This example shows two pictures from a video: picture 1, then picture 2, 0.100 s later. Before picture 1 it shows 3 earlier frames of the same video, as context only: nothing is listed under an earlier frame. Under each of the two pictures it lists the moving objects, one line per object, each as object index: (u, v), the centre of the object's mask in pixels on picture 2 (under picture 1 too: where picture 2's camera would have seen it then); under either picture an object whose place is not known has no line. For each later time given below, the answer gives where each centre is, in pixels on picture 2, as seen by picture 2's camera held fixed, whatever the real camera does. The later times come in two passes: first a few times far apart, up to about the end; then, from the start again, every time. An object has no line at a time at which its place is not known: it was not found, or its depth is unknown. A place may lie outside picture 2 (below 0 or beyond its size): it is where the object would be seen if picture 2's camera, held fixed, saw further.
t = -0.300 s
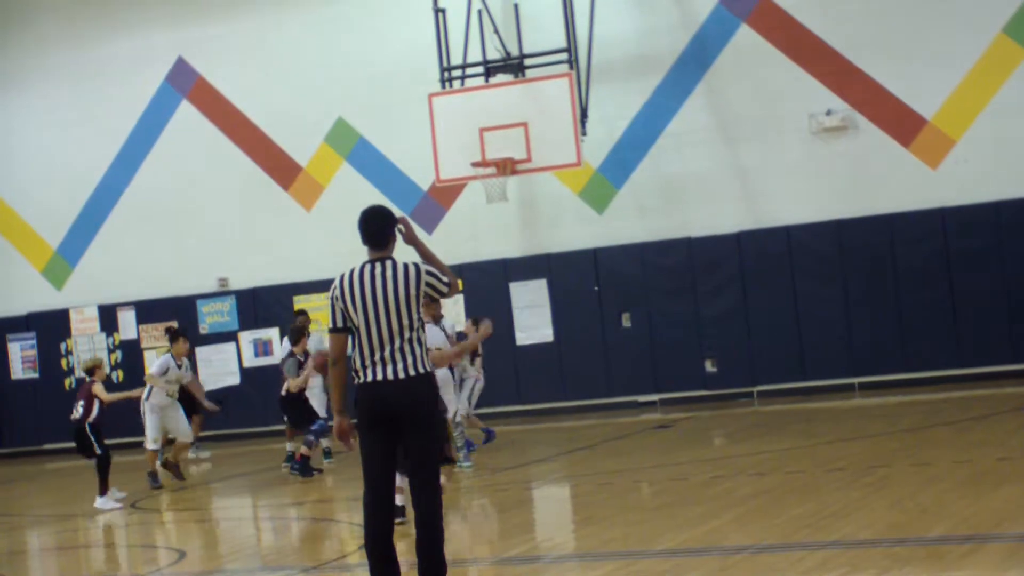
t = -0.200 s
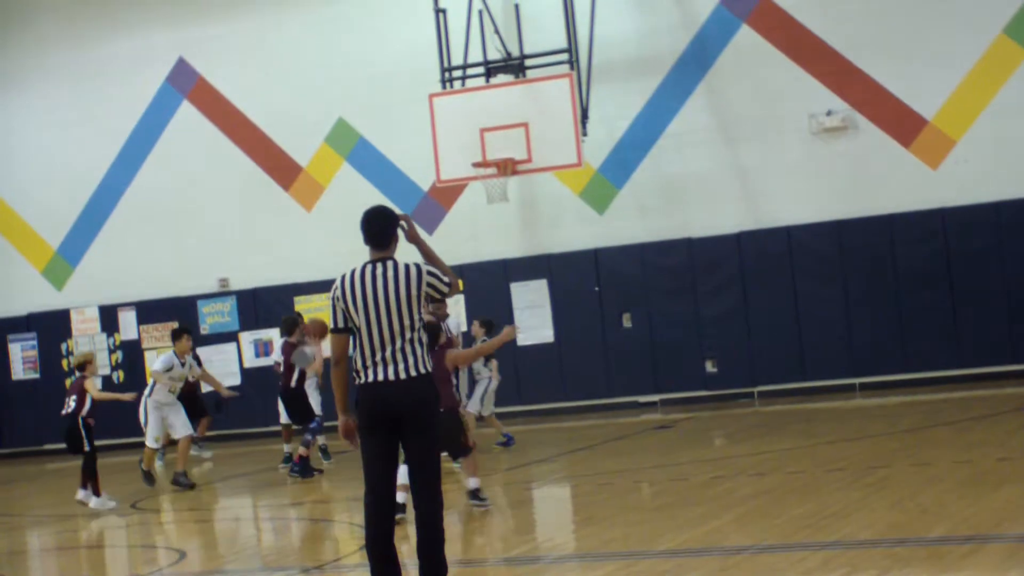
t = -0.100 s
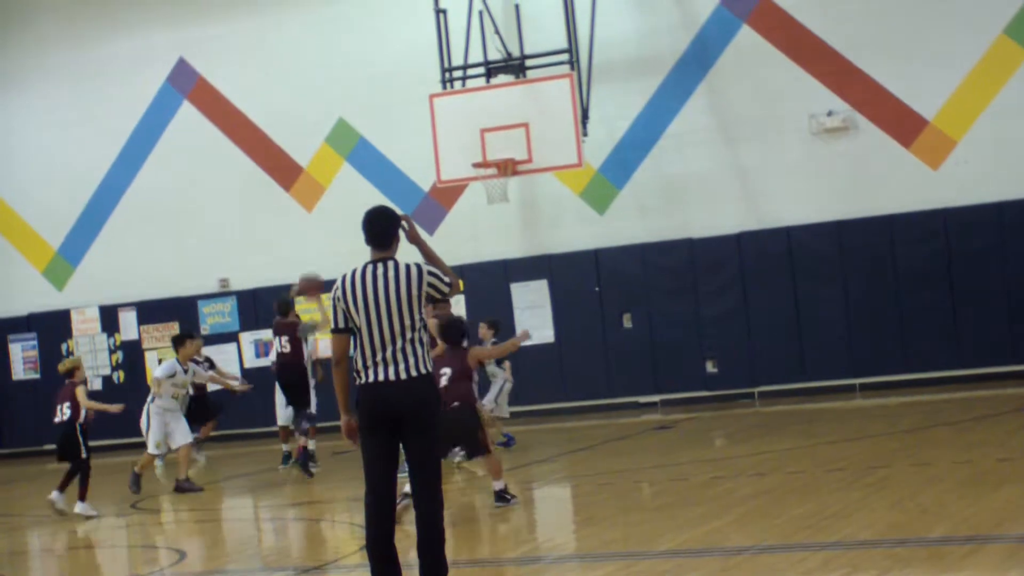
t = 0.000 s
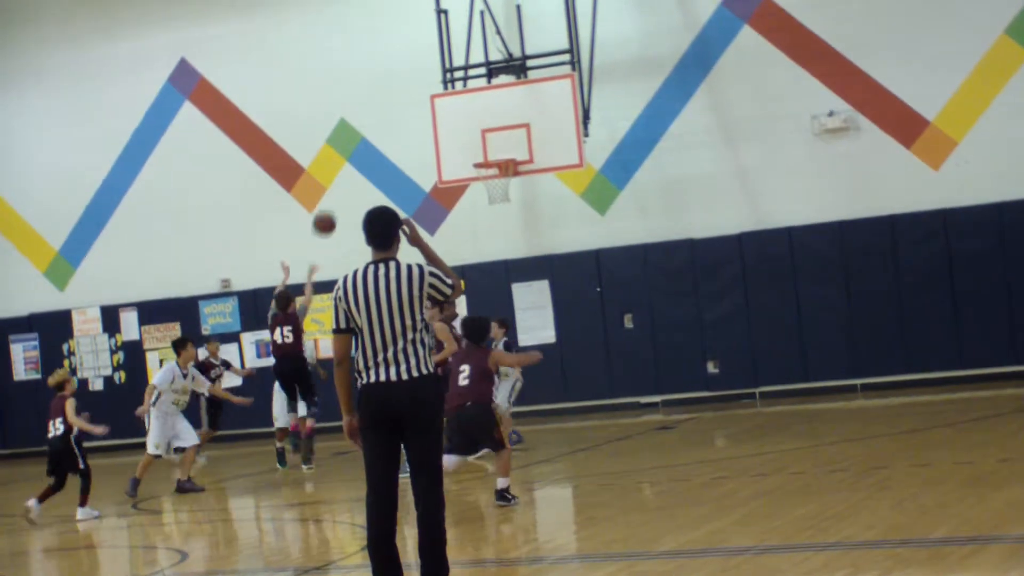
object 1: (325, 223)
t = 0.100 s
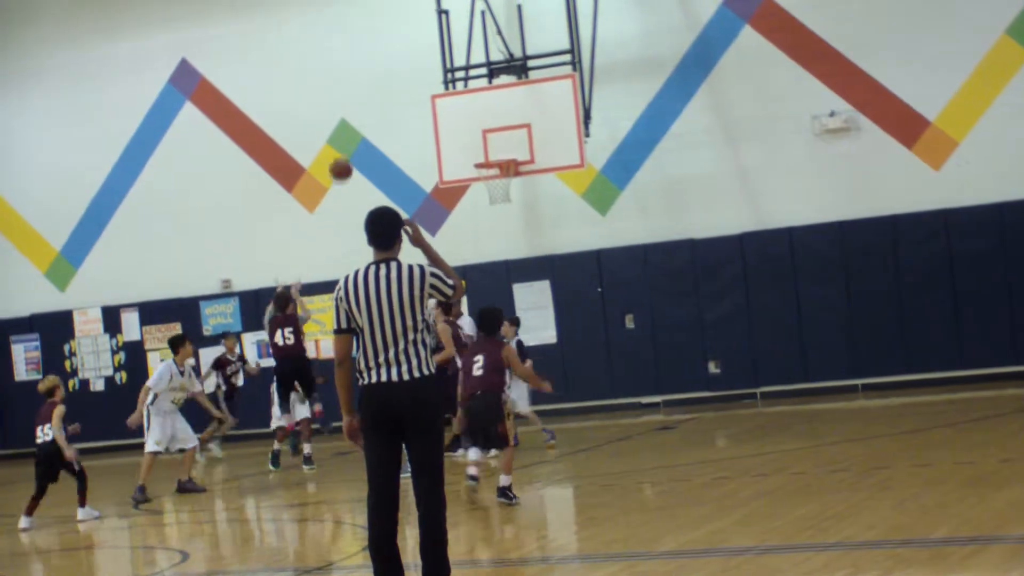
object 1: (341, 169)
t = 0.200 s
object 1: (357, 127)
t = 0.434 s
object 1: (395, 69)
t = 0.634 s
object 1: (430, 61)
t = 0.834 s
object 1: (465, 90)
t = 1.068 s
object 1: (505, 142)
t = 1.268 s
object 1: (496, 110)
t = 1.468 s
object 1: (492, 112)
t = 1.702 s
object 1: (493, 154)
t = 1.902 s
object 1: (501, 186)
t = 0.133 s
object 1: (346, 154)
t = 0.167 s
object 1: (352, 140)
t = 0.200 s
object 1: (357, 127)
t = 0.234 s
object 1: (362, 115)
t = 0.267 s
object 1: (367, 105)
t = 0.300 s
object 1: (373, 95)
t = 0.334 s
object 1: (378, 87)
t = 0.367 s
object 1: (384, 80)
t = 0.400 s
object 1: (390, 74)
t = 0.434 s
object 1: (395, 69)
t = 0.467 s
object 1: (401, 65)
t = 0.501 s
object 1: (406, 62)
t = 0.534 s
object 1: (412, 61)
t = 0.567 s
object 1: (418, 60)
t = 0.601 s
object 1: (424, 60)
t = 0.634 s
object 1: (430, 61)
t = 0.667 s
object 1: (435, 64)
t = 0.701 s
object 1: (442, 67)
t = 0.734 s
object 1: (448, 72)
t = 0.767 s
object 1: (454, 77)
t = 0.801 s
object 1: (461, 83)
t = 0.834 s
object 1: (465, 90)
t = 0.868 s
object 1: (472, 98)
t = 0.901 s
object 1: (478, 107)
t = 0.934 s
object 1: (484, 117)
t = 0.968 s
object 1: (491, 127)
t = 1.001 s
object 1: (497, 140)
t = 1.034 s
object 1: (504, 150)
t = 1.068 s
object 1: (505, 142)
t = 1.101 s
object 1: (503, 134)
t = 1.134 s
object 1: (502, 127)
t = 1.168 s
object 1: (501, 121)
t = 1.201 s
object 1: (498, 116)
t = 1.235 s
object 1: (497, 113)
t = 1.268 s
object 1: (496, 110)
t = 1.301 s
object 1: (495, 107)
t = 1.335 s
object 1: (495, 106)
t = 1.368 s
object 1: (494, 106)
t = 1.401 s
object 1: (493, 107)
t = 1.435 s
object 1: (492, 109)
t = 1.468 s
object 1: (492, 112)
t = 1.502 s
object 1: (492, 116)
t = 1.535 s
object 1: (491, 121)
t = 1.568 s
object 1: (491, 127)
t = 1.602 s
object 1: (491, 133)
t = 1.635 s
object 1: (491, 142)
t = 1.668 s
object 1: (491, 150)
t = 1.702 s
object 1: (493, 154)
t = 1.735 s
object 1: (496, 161)
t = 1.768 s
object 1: (498, 167)
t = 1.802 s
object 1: (501, 172)
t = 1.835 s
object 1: (500, 178)
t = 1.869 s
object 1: (501, 183)
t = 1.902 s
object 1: (501, 186)
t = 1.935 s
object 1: (501, 189)
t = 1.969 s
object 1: (501, 193)
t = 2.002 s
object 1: (501, 199)
